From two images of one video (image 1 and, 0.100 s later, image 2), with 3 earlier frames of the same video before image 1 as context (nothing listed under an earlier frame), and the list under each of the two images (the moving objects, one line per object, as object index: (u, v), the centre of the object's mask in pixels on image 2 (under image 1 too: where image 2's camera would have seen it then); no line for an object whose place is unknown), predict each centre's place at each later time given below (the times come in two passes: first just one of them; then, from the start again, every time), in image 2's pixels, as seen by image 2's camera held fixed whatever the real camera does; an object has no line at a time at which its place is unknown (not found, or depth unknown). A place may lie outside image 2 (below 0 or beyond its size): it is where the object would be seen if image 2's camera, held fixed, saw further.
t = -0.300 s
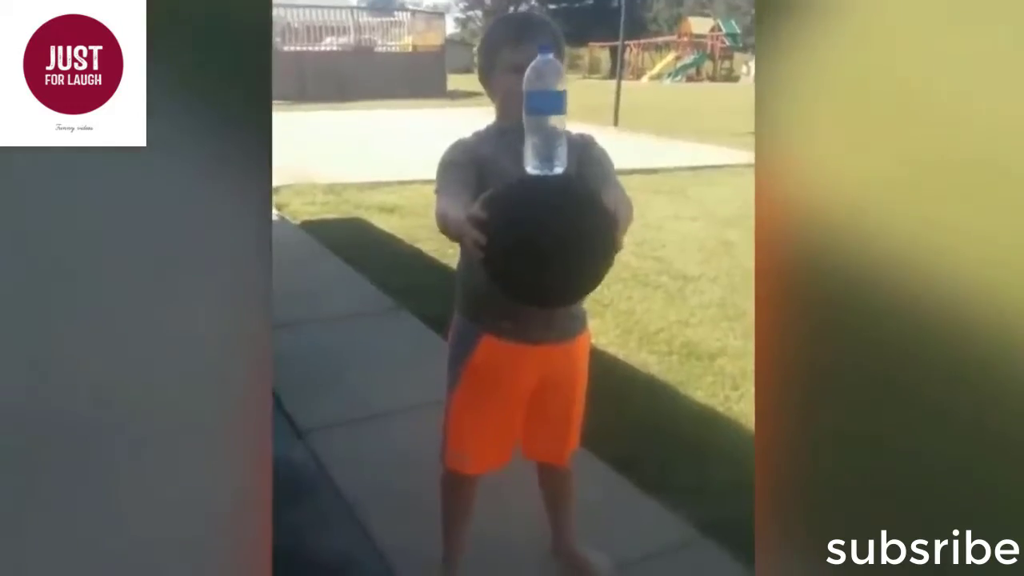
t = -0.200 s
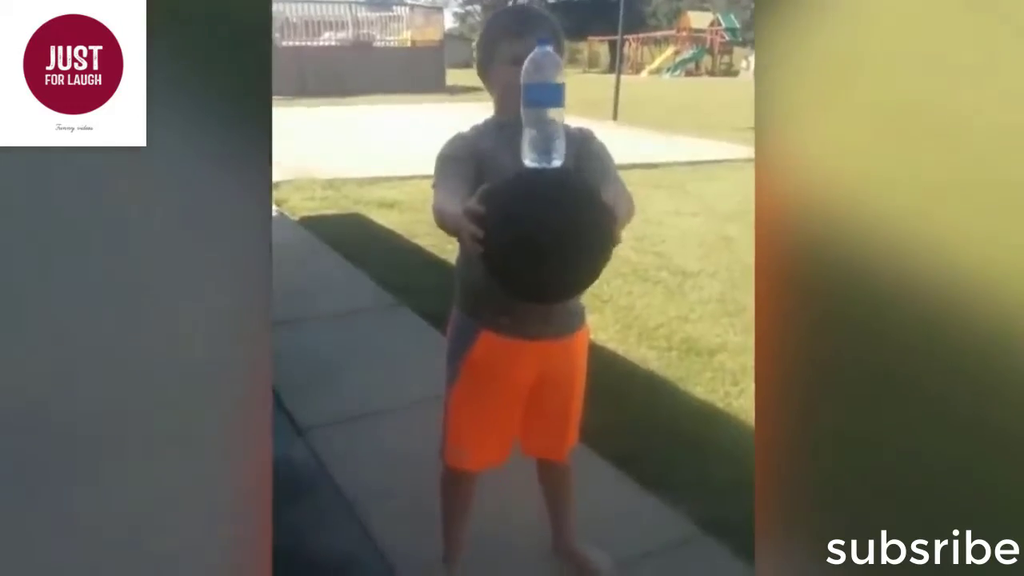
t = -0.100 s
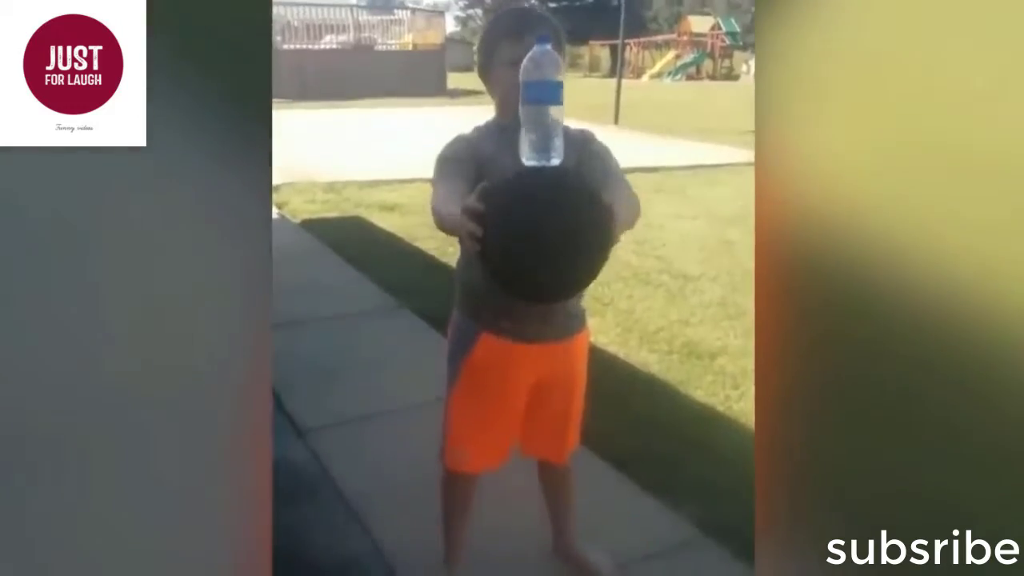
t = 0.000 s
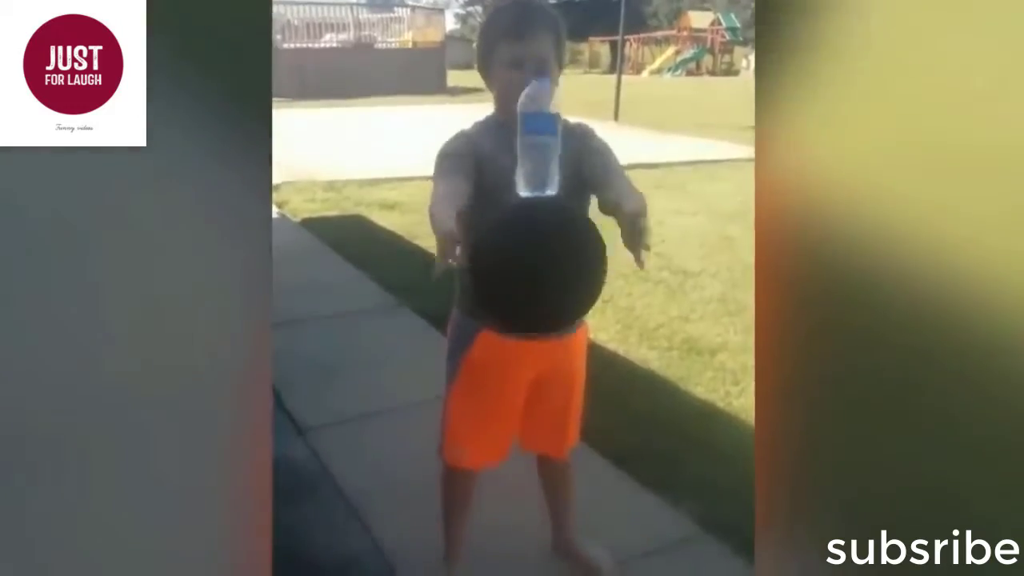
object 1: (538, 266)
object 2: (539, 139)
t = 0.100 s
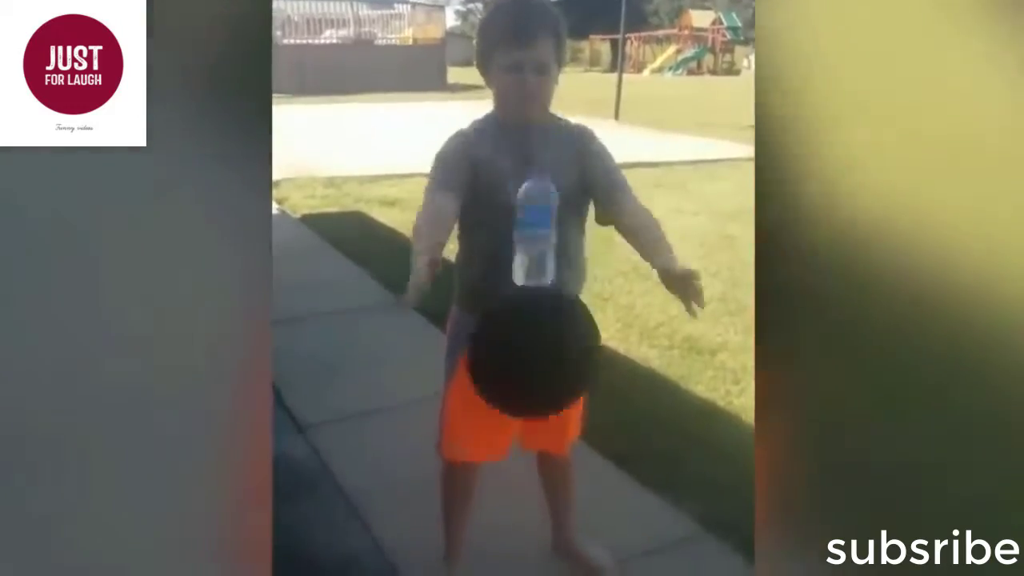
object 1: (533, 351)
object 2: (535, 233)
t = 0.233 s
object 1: (528, 528)
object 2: (530, 423)
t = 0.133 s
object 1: (532, 391)
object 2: (534, 275)
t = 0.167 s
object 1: (531, 436)
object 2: (532, 321)
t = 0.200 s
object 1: (530, 484)
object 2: (531, 371)
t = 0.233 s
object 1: (528, 528)
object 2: (530, 423)
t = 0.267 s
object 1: (528, 555)
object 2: (526, 477)
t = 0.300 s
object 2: (527, 524)
